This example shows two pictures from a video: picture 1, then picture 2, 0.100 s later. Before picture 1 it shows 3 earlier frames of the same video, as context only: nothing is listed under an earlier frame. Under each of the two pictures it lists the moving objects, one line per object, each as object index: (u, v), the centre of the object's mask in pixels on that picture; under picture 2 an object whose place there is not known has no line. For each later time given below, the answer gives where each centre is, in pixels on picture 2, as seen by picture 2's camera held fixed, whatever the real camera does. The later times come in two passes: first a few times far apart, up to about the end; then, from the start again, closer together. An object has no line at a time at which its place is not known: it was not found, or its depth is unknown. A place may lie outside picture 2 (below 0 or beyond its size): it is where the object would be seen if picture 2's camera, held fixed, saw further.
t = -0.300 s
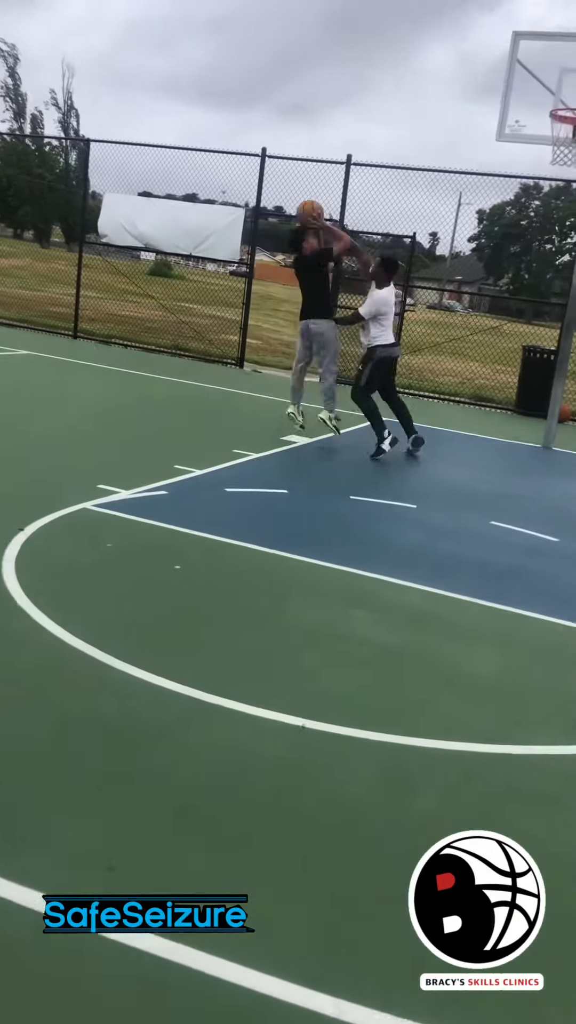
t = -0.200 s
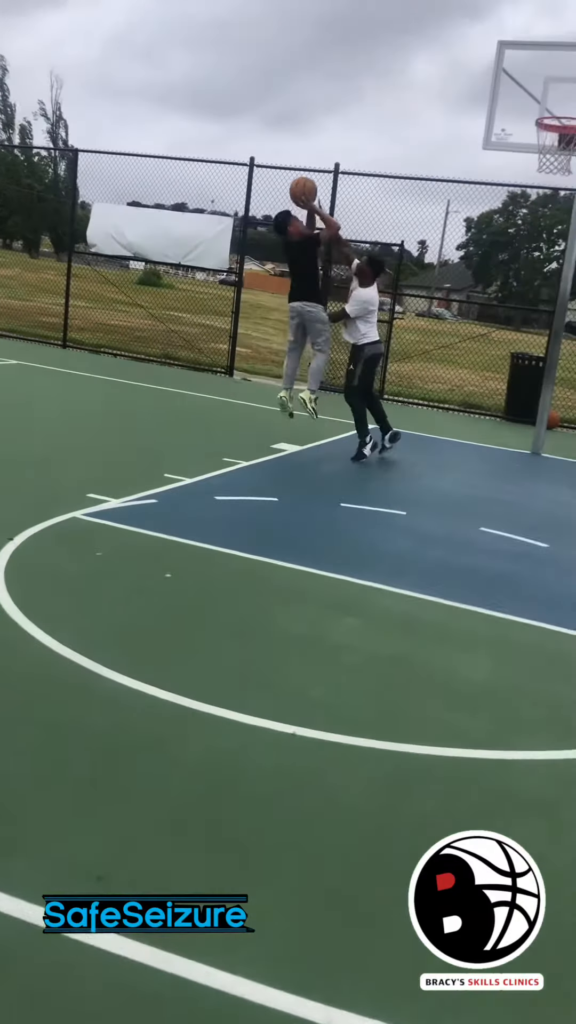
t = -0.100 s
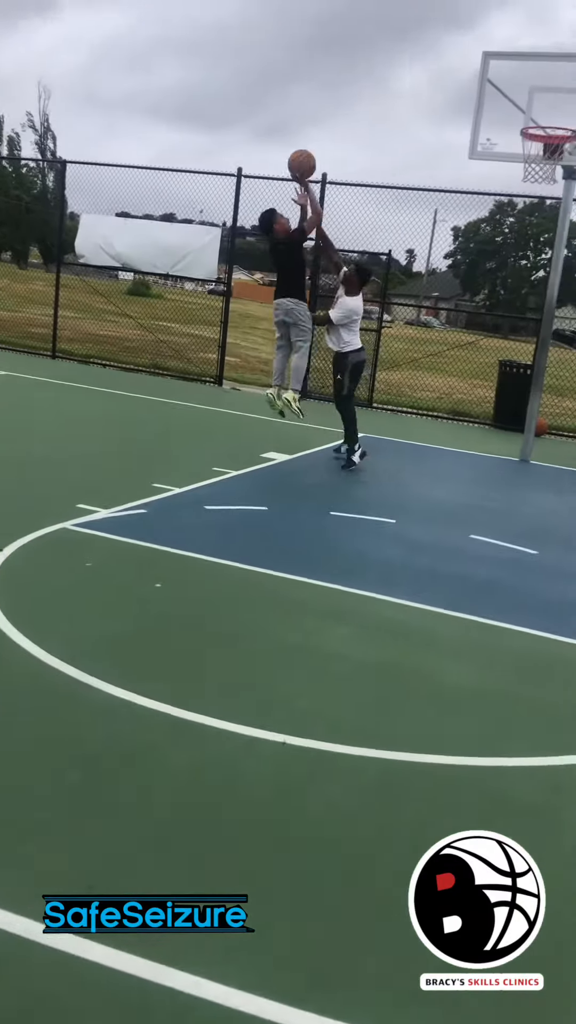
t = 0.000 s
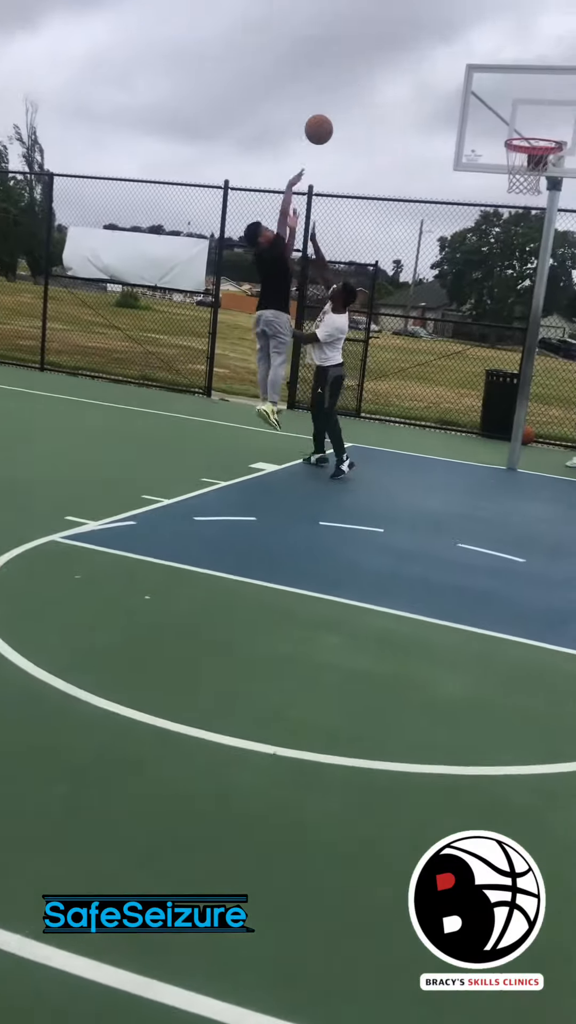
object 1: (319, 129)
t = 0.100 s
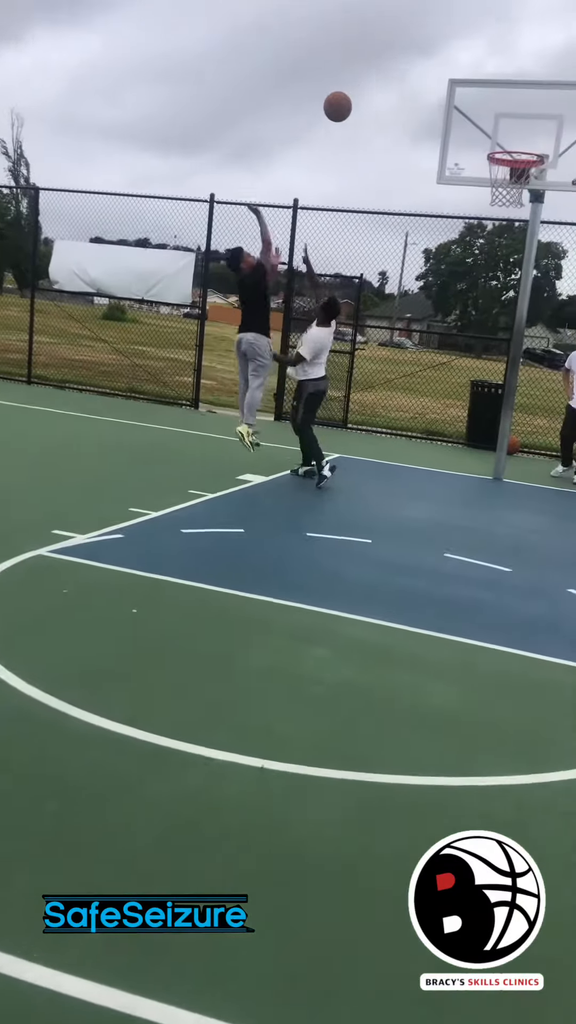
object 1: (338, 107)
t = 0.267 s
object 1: (392, 72)
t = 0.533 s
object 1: (471, 86)
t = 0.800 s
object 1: (532, 179)
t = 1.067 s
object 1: (517, 204)
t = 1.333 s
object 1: (478, 294)
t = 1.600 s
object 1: (430, 455)
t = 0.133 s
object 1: (349, 97)
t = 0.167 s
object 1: (360, 88)
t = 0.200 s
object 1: (371, 81)
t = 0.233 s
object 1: (382, 76)
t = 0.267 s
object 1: (392, 72)
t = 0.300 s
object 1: (403, 69)
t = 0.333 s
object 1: (413, 68)
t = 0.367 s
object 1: (423, 67)
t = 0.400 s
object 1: (433, 68)
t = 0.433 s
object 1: (443, 71)
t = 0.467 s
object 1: (452, 75)
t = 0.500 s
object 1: (462, 81)
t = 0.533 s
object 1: (471, 86)
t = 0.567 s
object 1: (480, 95)
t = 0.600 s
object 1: (489, 104)
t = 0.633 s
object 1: (497, 114)
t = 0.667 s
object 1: (505, 126)
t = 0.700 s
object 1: (513, 138)
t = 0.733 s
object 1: (521, 151)
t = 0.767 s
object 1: (527, 169)
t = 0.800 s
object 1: (532, 179)
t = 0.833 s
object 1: (535, 184)
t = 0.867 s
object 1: (532, 183)
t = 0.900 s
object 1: (533, 186)
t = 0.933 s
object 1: (532, 188)
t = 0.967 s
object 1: (530, 190)
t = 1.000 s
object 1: (526, 193)
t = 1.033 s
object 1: (523, 196)
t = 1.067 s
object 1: (517, 204)
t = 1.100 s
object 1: (513, 212)
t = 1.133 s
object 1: (509, 218)
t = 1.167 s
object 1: (504, 228)
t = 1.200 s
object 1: (500, 239)
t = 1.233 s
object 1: (495, 250)
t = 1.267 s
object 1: (490, 264)
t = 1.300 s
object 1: (484, 279)
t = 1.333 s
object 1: (478, 294)
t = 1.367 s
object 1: (472, 311)
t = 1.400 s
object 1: (467, 327)
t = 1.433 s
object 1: (461, 347)
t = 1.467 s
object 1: (455, 366)
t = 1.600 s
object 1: (430, 455)
